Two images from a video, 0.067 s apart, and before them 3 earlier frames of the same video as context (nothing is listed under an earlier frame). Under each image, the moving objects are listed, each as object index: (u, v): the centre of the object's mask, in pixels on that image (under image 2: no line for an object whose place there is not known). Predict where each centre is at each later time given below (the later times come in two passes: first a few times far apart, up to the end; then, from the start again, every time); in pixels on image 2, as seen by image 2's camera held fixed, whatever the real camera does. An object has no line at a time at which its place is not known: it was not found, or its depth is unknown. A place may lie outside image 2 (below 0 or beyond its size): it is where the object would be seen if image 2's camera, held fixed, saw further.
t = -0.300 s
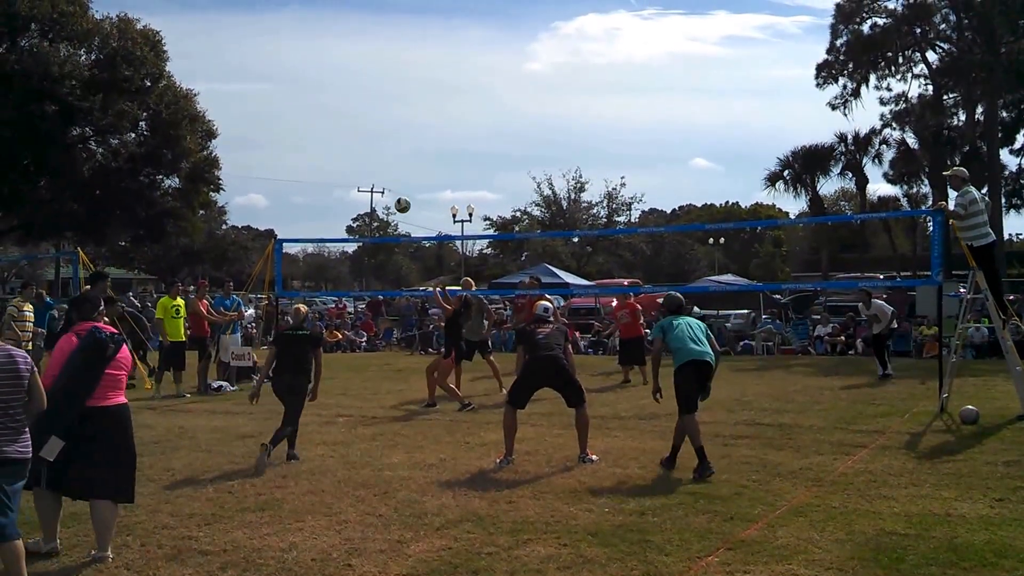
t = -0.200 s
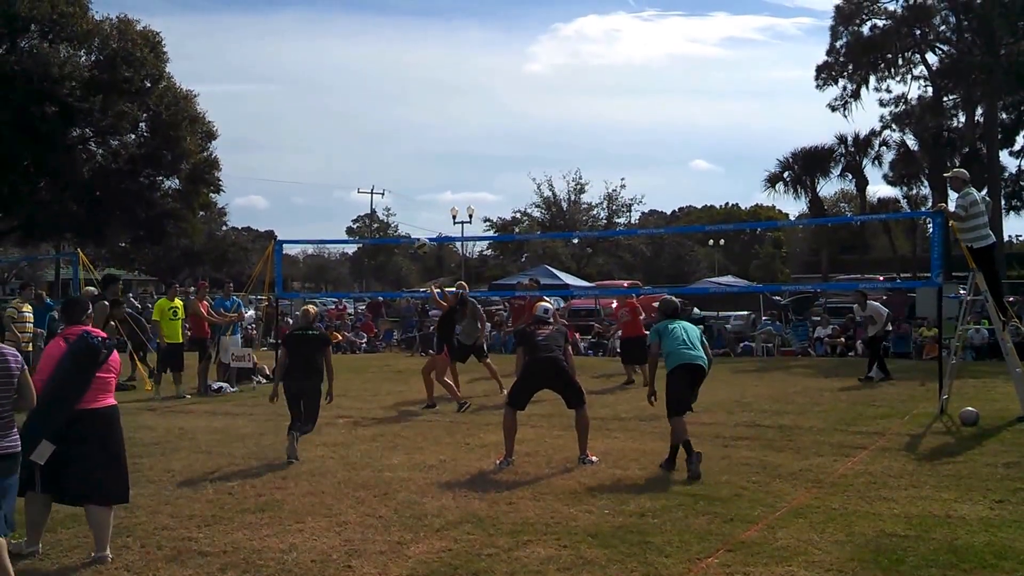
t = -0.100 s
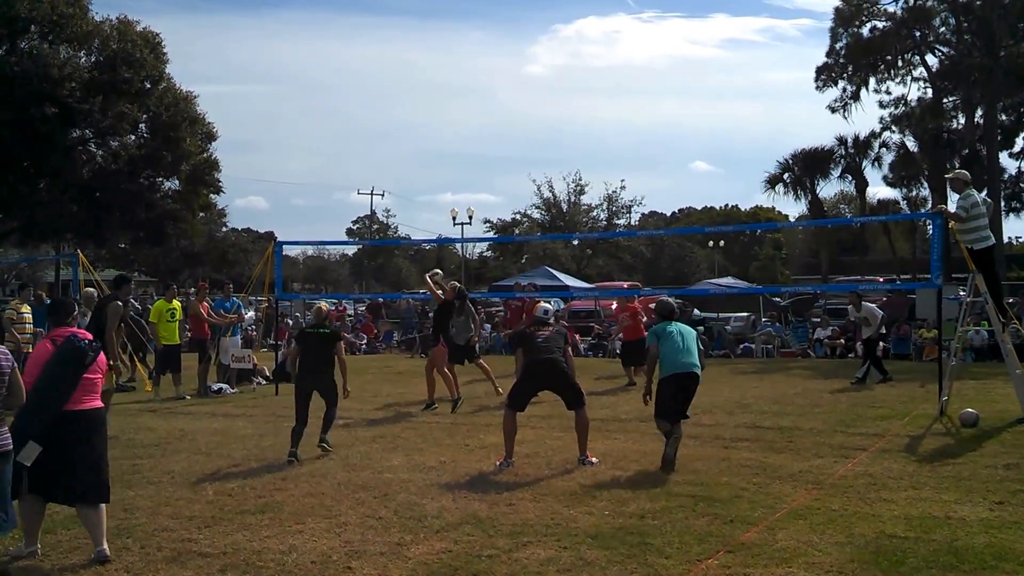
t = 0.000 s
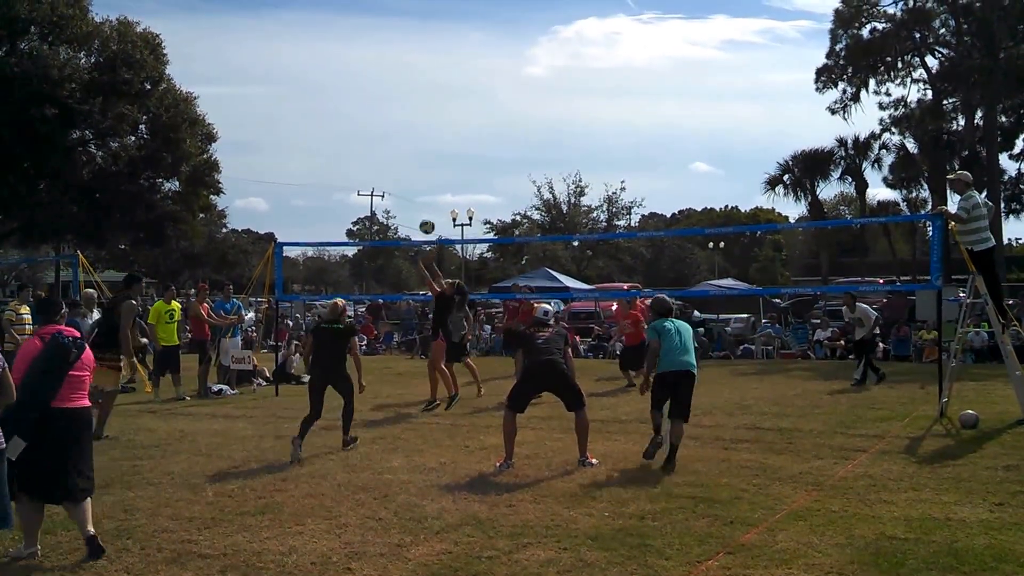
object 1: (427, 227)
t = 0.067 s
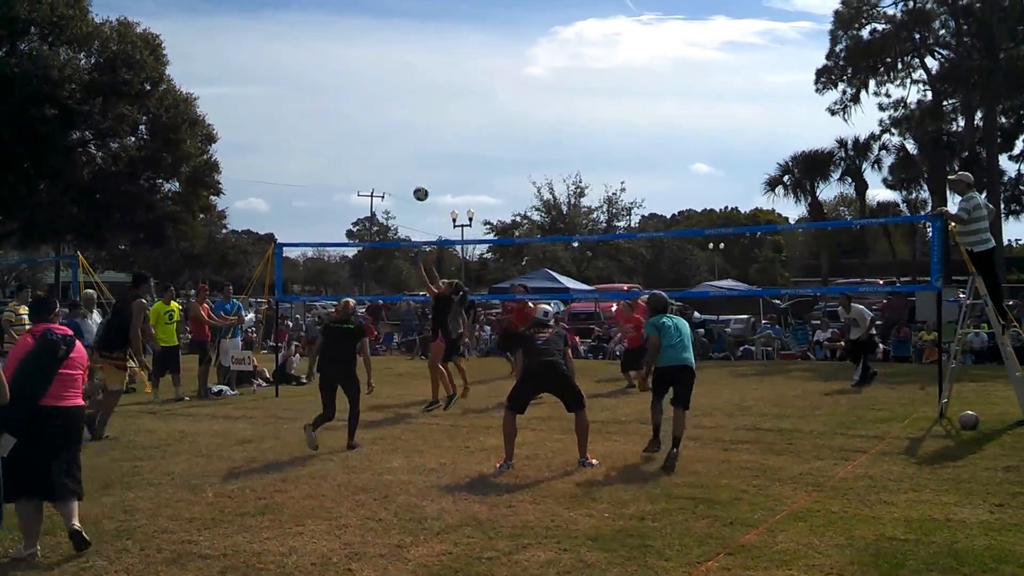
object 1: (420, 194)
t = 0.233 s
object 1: (406, 125)
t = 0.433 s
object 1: (390, 70)
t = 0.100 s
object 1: (418, 178)
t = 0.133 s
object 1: (415, 164)
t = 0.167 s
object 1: (412, 150)
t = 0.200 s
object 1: (409, 137)
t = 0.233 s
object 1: (406, 125)
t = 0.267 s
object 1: (403, 114)
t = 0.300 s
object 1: (401, 104)
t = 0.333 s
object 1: (398, 94)
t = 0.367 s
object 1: (396, 85)
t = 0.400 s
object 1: (393, 77)
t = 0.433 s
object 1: (390, 70)
